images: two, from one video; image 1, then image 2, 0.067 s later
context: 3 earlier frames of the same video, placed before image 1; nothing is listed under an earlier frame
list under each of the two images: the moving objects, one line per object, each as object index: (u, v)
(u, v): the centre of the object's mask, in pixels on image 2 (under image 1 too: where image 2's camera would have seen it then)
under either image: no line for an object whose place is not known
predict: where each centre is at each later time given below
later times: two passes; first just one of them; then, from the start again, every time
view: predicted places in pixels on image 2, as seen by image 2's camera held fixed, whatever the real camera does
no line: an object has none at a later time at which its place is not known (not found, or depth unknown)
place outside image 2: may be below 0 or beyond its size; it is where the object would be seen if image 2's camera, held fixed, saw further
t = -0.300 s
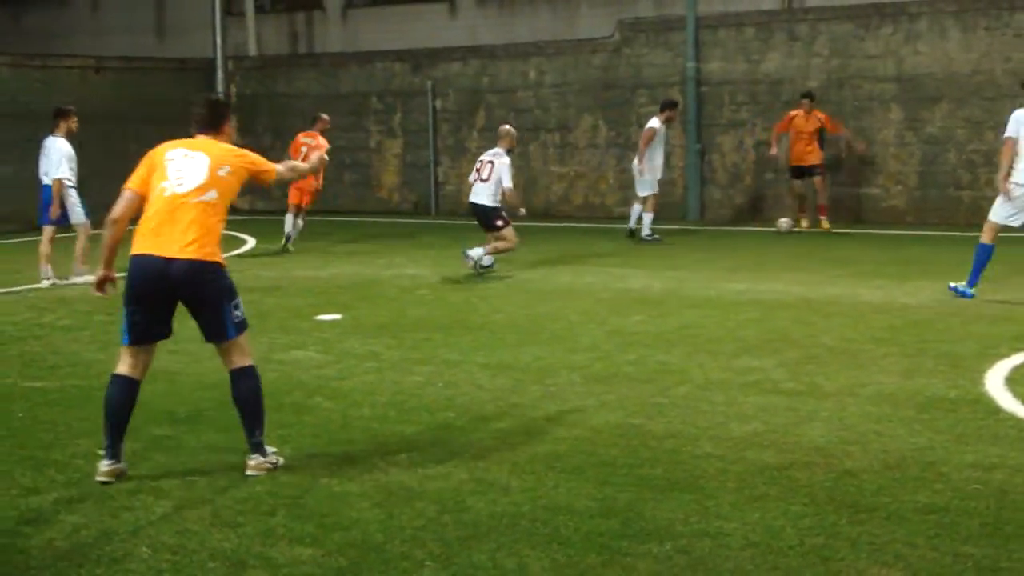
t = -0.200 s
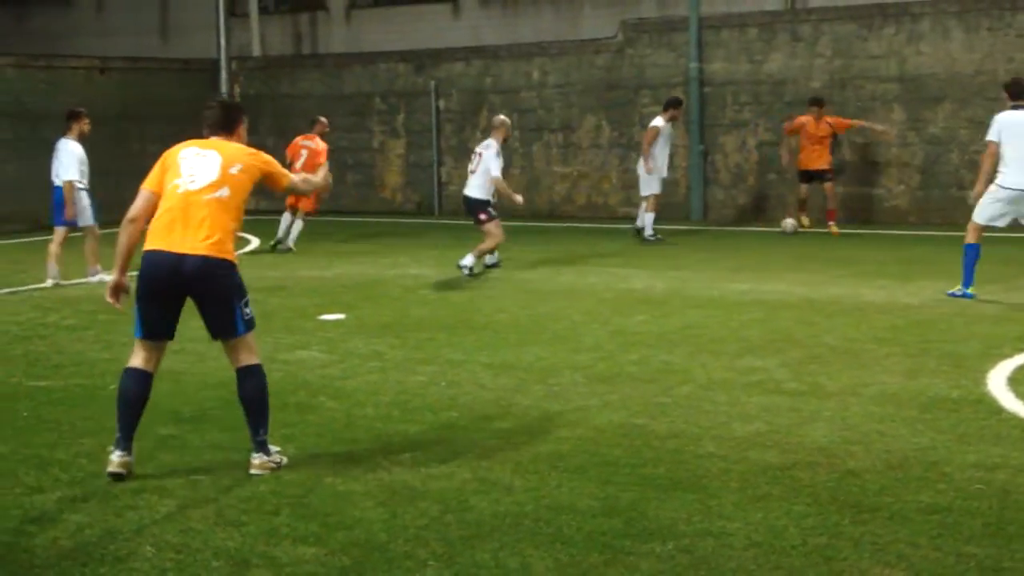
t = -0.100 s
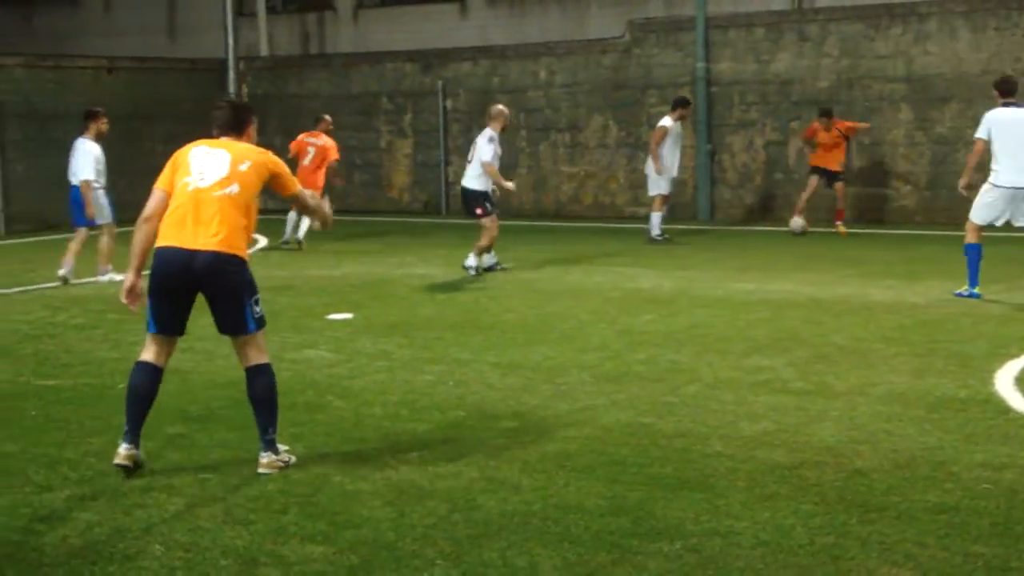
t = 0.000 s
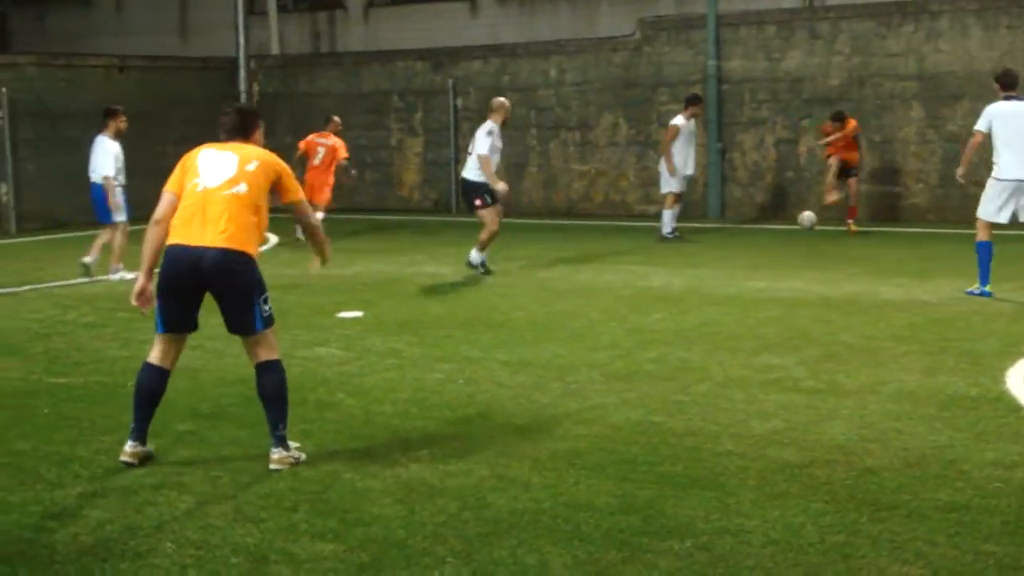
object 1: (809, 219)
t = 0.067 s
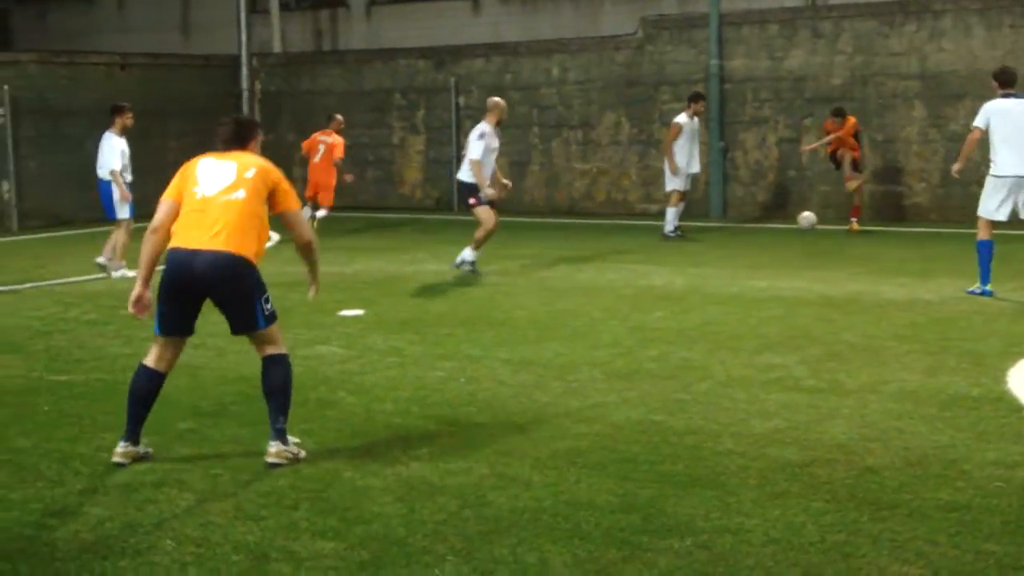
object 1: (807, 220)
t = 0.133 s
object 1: (805, 226)
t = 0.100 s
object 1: (805, 222)
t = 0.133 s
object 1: (805, 226)
